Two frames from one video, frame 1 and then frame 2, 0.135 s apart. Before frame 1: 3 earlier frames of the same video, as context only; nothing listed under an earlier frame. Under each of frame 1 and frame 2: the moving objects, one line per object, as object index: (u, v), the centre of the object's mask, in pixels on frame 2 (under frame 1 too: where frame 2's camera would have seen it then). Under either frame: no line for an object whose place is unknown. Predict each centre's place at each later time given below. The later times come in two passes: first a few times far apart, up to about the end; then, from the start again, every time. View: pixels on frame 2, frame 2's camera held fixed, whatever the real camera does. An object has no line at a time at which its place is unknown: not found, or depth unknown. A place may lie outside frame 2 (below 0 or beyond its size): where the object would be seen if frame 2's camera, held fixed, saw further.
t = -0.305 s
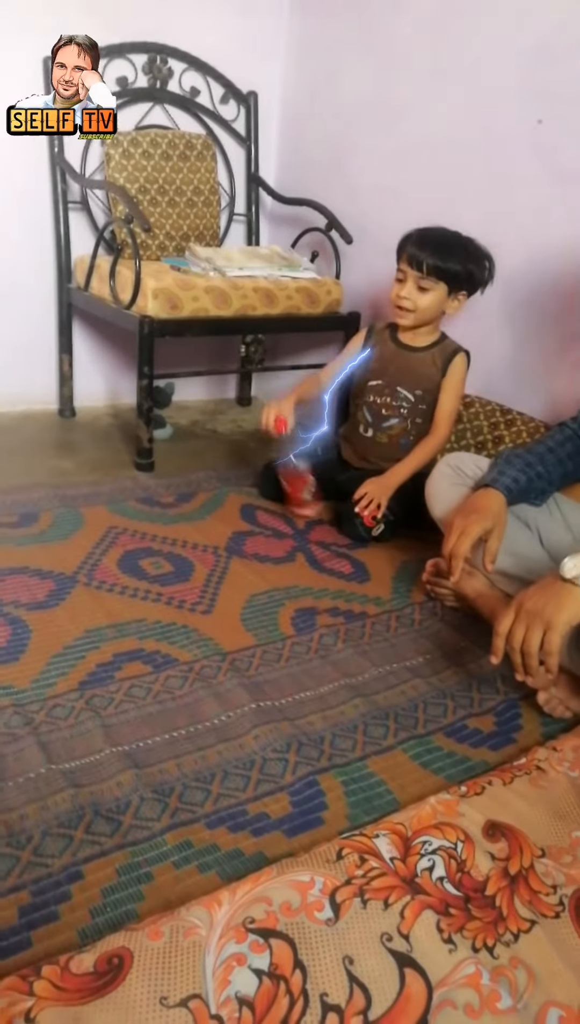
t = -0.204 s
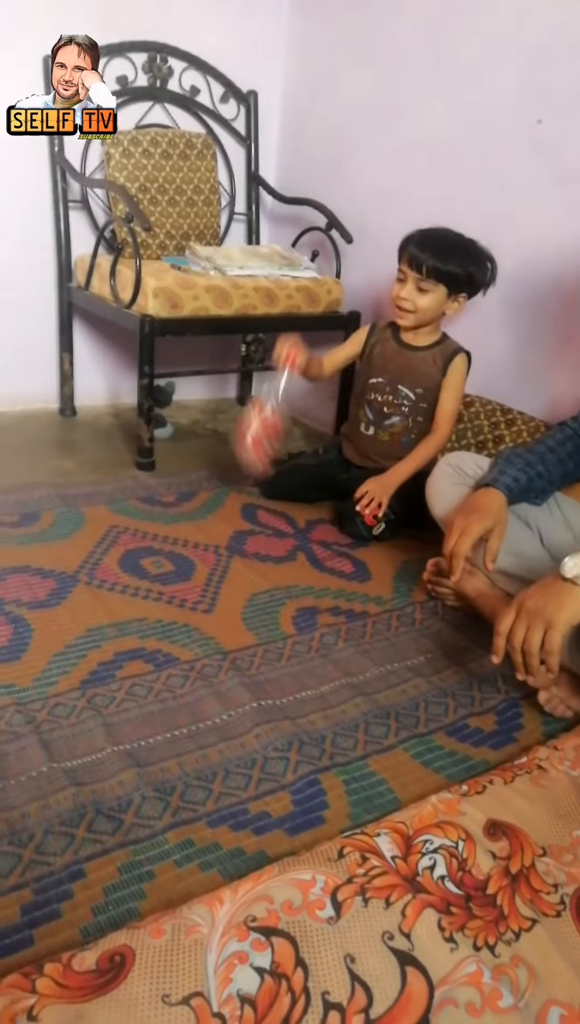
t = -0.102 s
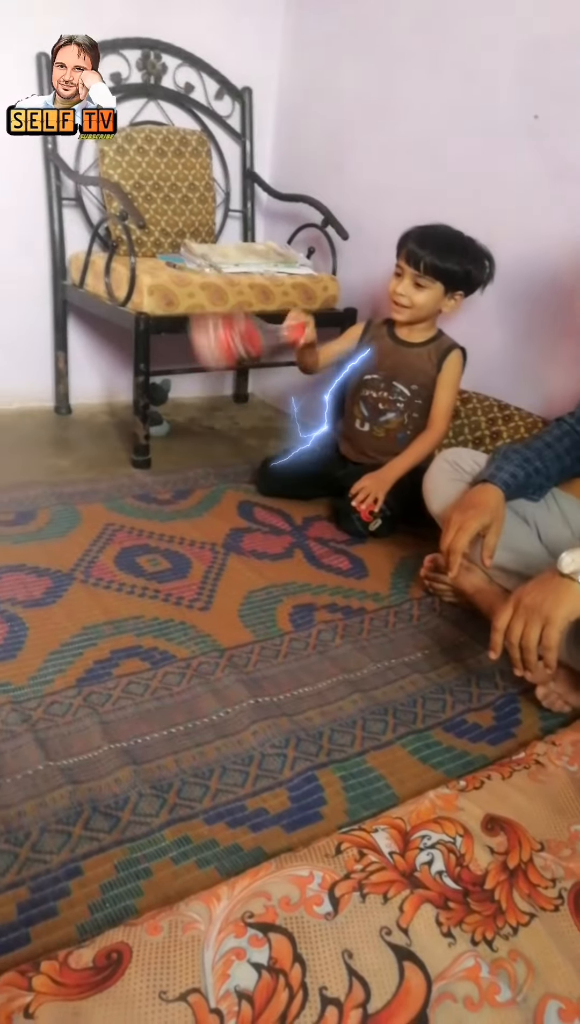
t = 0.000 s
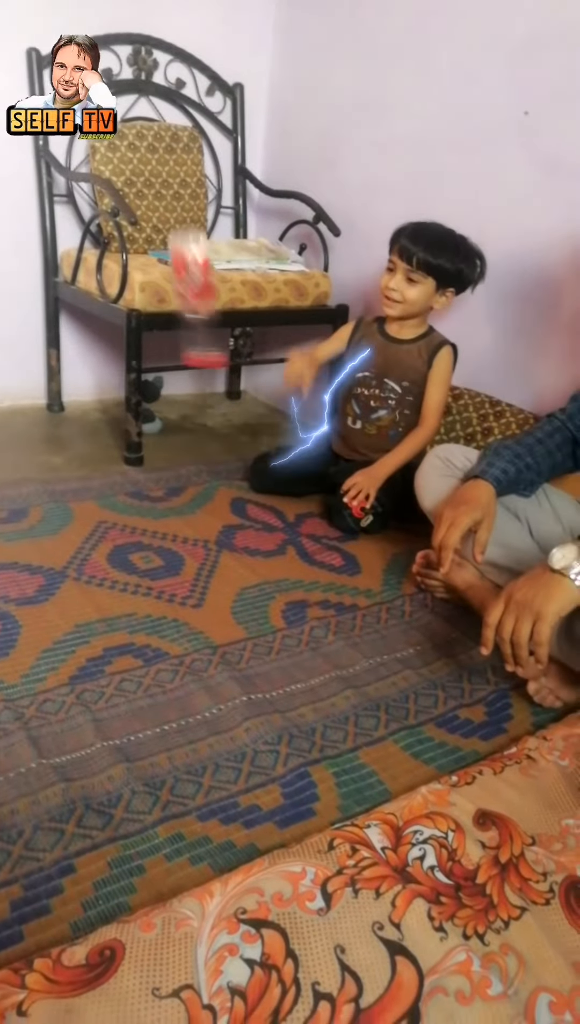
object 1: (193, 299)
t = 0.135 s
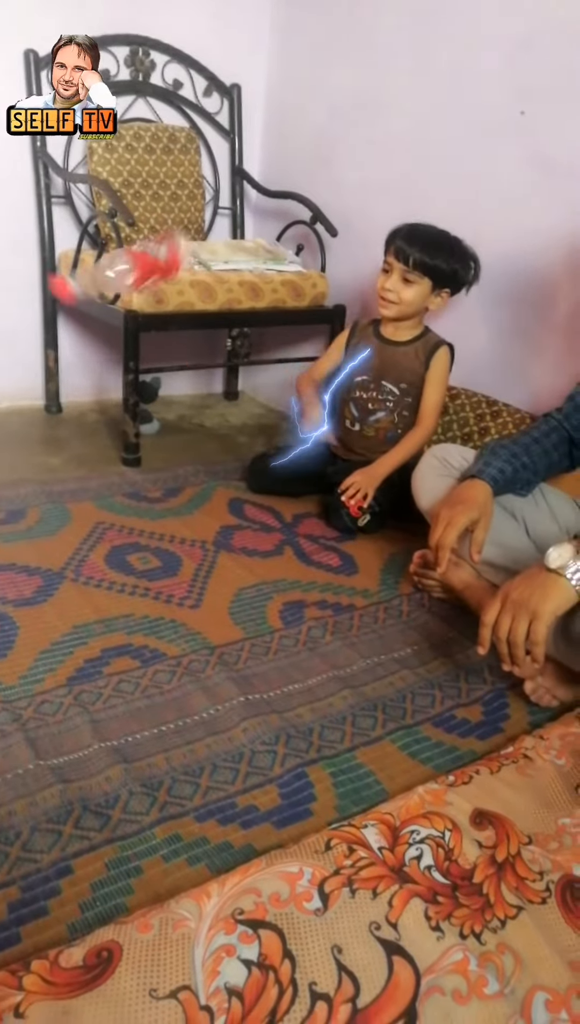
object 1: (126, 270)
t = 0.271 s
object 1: (100, 359)
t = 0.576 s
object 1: (43, 522)
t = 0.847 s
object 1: (27, 561)
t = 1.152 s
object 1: (6, 559)
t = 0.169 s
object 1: (122, 280)
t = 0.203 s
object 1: (112, 298)
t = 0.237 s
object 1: (106, 325)
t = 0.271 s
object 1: (100, 359)
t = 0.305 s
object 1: (91, 402)
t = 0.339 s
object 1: (83, 450)
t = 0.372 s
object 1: (73, 498)
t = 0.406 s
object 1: (64, 515)
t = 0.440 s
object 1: (61, 516)
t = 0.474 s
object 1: (59, 517)
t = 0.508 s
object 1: (56, 517)
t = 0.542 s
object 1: (51, 519)
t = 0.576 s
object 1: (43, 522)
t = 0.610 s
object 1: (35, 530)
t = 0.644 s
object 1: (32, 544)
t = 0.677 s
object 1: (29, 559)
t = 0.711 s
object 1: (28, 561)
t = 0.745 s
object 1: (26, 559)
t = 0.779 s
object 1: (26, 560)
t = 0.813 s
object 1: (27, 561)
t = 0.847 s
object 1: (27, 561)
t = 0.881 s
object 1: (26, 561)
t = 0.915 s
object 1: (25, 560)
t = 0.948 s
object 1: (22, 559)
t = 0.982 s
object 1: (19, 558)
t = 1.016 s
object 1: (16, 558)
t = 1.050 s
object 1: (12, 558)
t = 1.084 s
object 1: (6, 559)
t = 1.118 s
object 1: (5, 560)
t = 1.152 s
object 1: (6, 559)
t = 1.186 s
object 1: (8, 558)
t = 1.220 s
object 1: (9, 557)
